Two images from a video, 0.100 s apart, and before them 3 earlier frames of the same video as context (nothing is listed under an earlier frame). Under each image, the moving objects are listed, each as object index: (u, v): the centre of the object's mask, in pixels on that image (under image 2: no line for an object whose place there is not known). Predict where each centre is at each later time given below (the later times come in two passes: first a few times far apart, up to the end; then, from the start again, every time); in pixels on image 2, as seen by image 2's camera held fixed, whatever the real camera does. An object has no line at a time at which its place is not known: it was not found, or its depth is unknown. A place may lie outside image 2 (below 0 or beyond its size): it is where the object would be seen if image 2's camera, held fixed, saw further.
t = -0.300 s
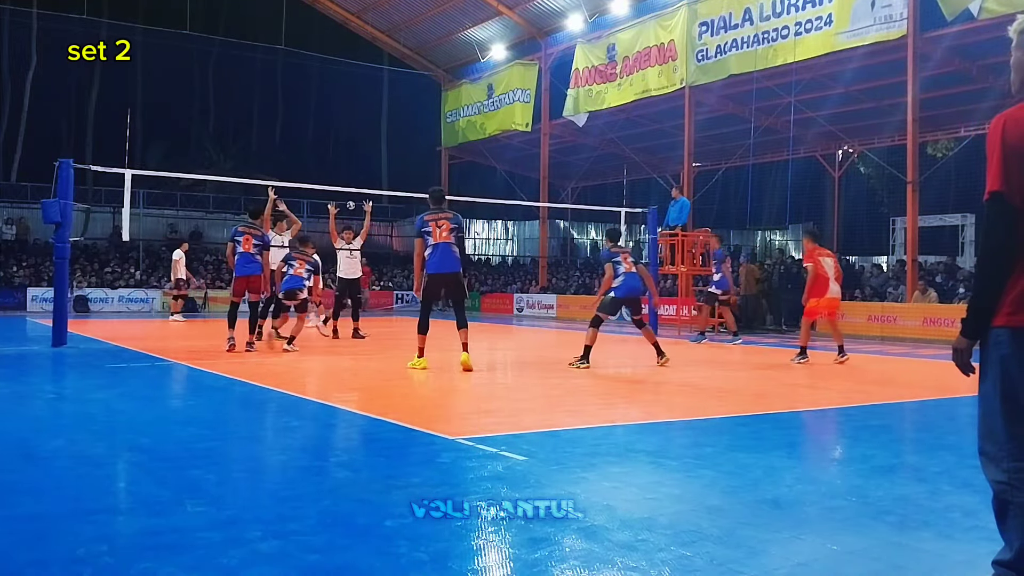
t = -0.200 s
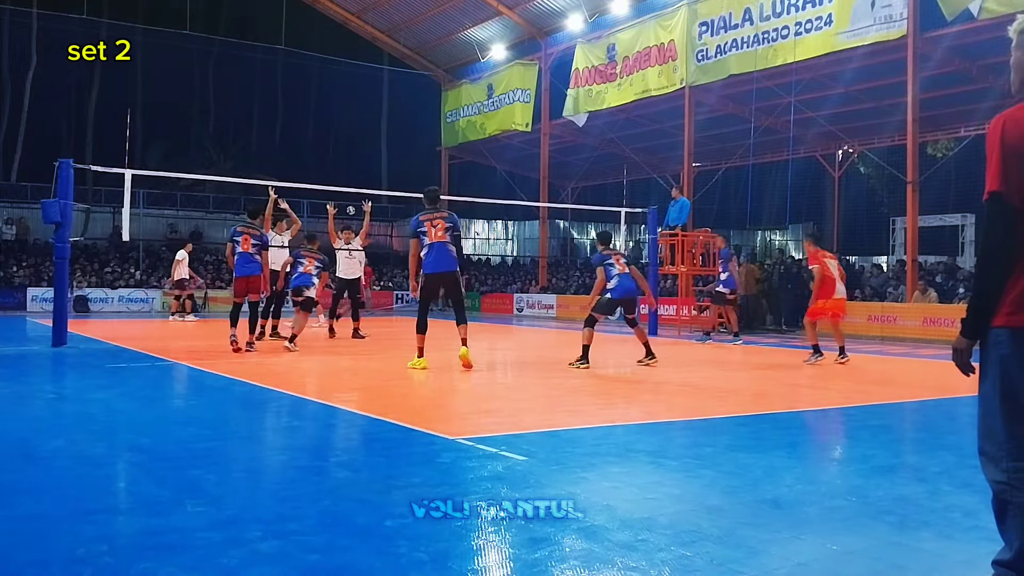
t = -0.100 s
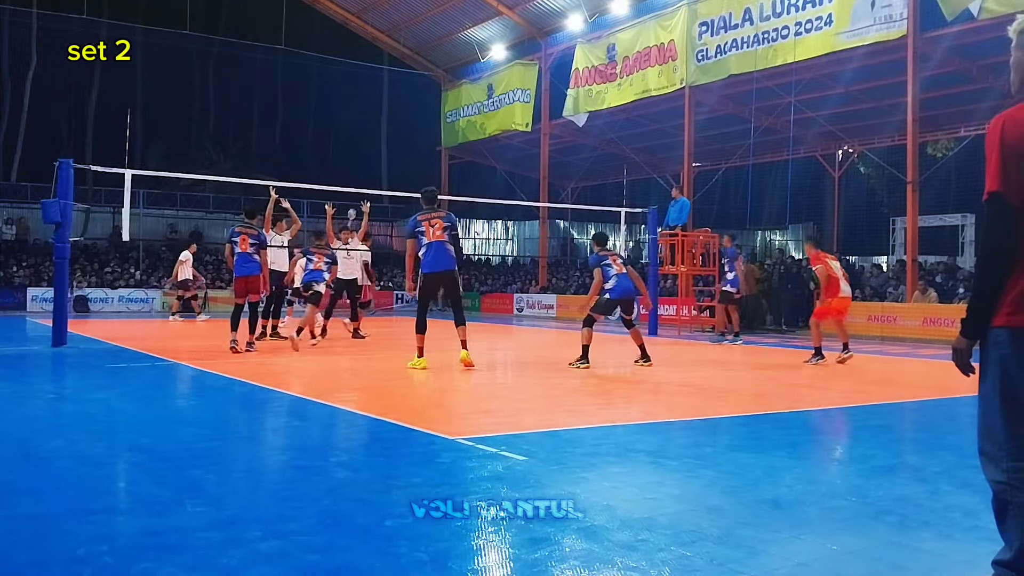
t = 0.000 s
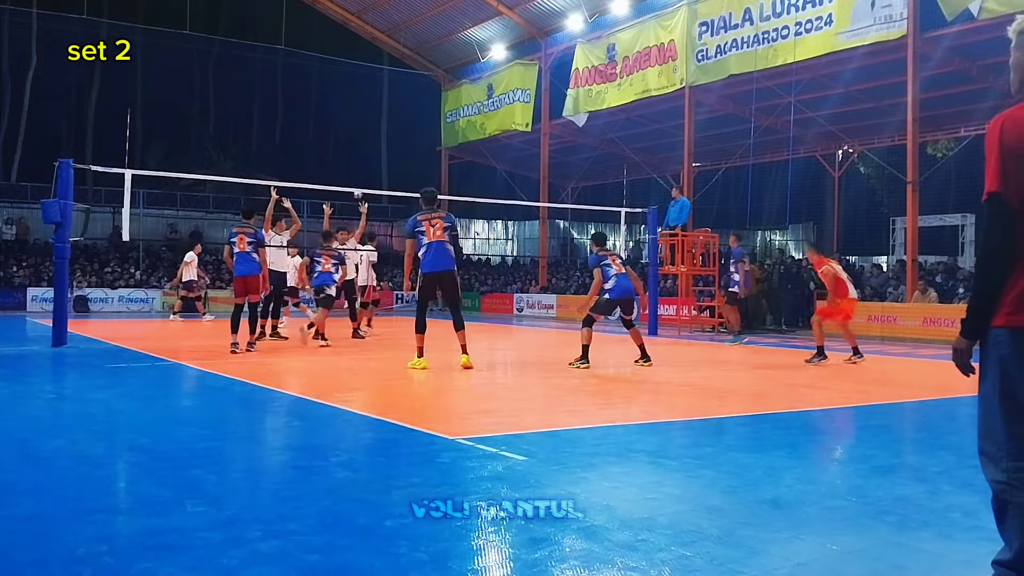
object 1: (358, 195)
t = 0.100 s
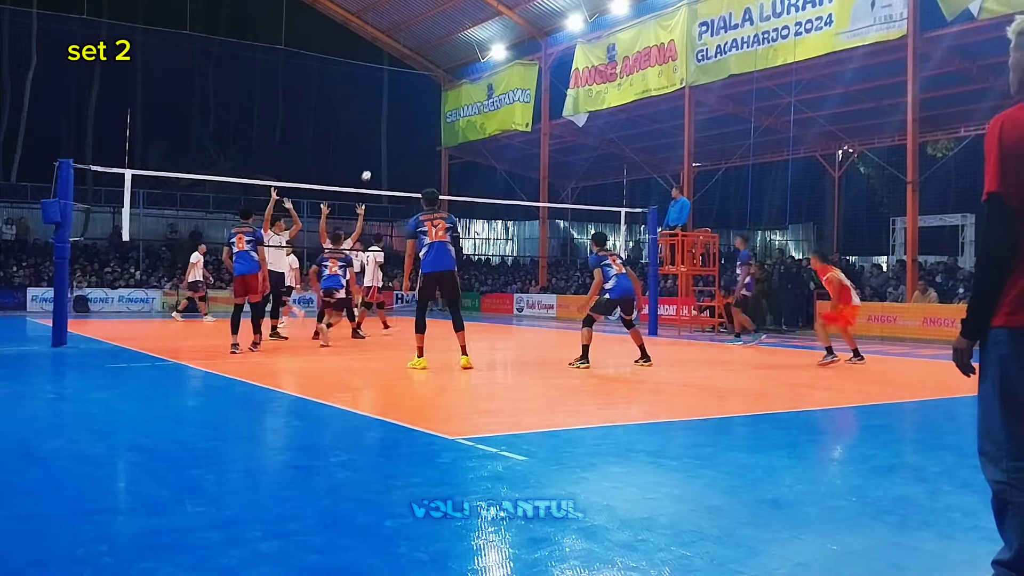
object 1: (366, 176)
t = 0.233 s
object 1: (378, 154)
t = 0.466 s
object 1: (405, 127)
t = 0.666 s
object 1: (433, 123)
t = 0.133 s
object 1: (369, 170)
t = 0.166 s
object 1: (372, 164)
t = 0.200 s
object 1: (375, 159)
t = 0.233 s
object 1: (378, 154)
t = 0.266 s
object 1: (381, 149)
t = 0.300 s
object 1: (384, 144)
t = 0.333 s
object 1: (388, 140)
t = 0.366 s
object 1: (392, 137)
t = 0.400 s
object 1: (396, 133)
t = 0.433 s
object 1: (400, 129)
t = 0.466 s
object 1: (405, 127)
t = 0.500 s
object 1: (410, 125)
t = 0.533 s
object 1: (414, 124)
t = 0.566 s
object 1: (419, 122)
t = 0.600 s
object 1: (424, 122)
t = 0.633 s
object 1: (429, 122)
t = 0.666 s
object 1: (433, 123)
